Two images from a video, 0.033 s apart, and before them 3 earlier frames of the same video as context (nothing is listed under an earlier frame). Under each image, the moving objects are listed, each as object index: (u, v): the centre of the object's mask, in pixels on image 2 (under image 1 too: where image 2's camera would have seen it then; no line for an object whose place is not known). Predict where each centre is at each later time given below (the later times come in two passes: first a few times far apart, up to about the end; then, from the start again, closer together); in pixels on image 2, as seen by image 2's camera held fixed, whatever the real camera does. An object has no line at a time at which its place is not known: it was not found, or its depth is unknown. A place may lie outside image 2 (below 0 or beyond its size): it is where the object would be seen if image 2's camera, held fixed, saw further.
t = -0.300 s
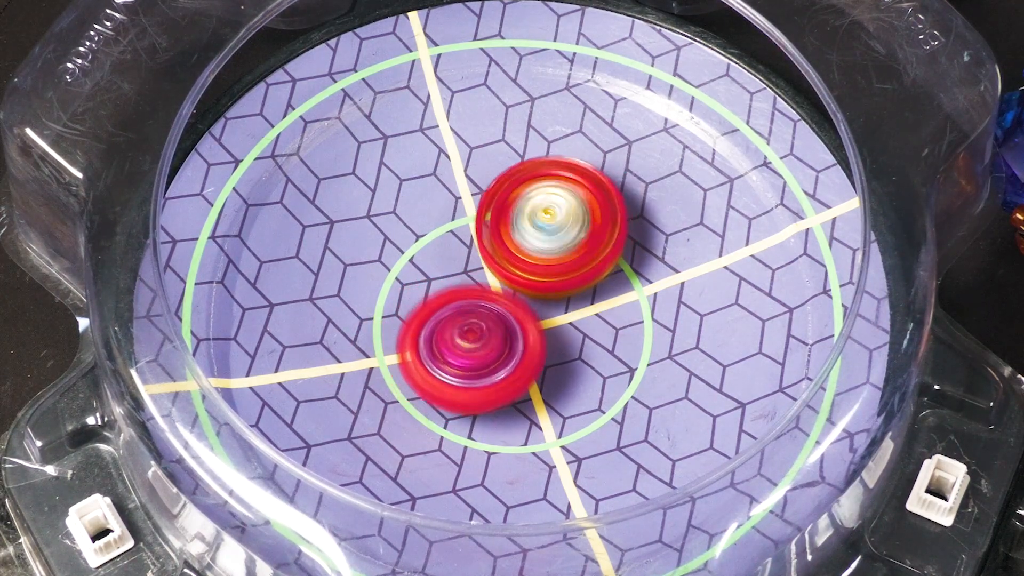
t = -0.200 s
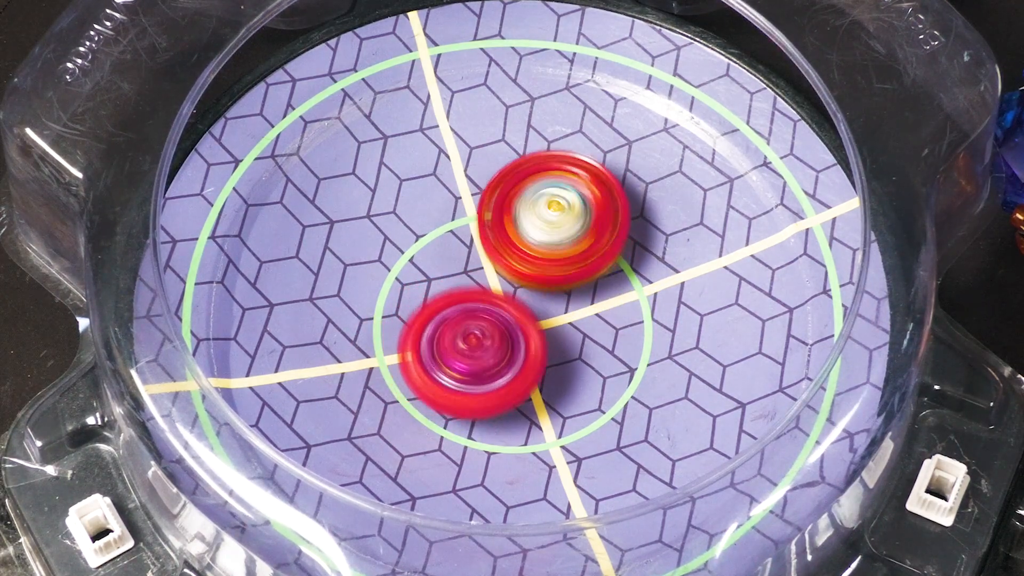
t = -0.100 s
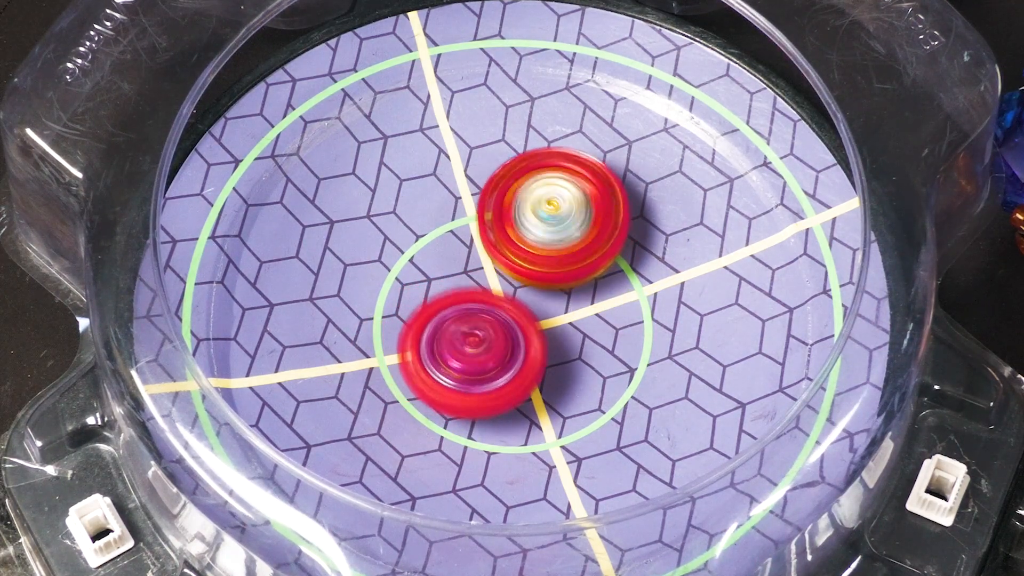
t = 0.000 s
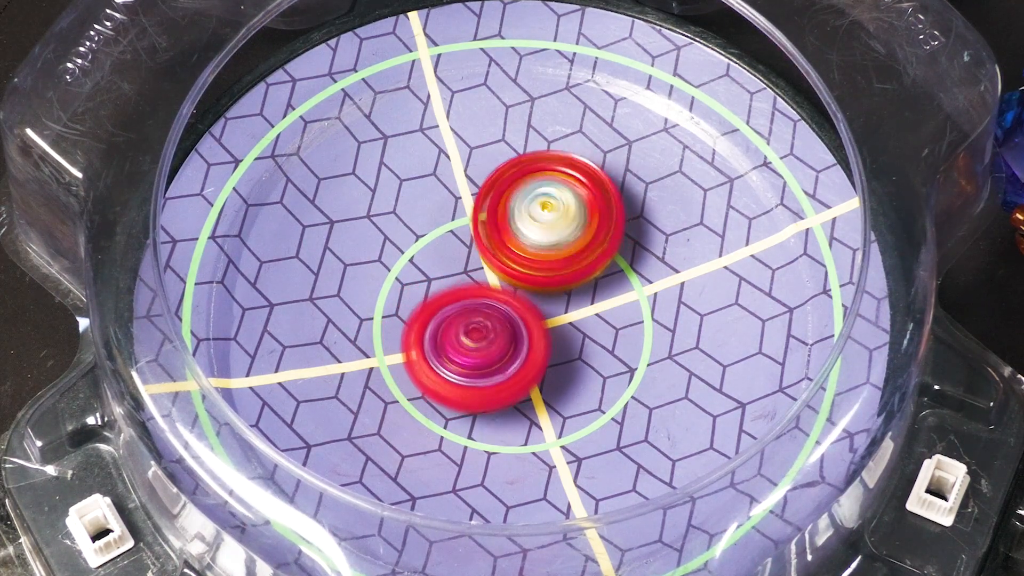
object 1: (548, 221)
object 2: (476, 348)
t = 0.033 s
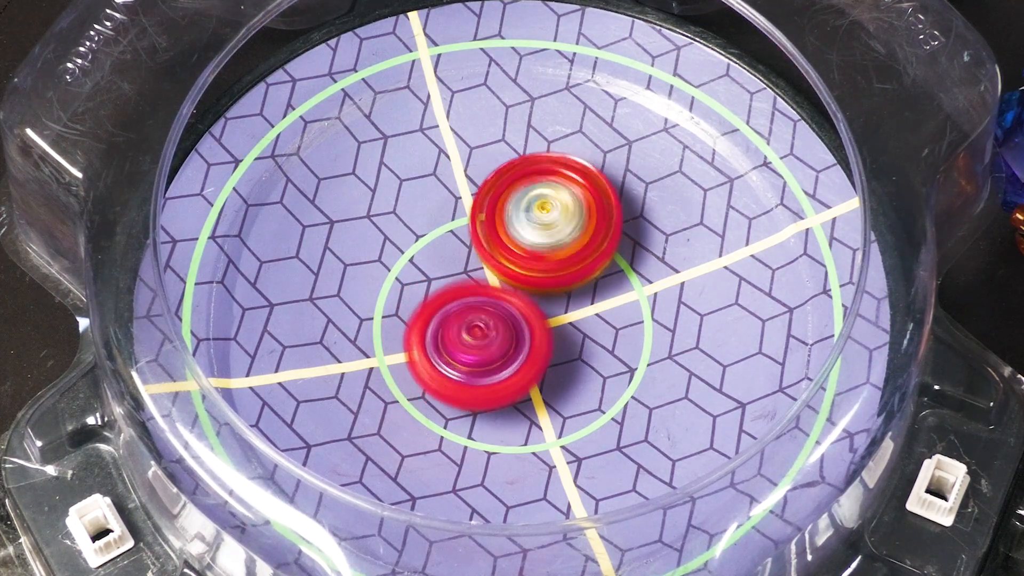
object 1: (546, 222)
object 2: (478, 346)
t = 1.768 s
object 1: (521, 218)
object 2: (492, 351)
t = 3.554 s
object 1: (503, 220)
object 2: (514, 355)
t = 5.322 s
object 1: (478, 219)
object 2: (525, 349)
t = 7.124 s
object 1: (440, 227)
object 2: (534, 334)
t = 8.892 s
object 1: (433, 250)
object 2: (568, 318)
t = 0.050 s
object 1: (545, 222)
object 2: (478, 345)
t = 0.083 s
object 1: (545, 221)
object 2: (479, 345)
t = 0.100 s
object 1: (545, 220)
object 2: (478, 347)
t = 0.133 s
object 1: (545, 220)
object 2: (478, 346)
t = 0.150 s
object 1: (544, 219)
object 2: (478, 346)
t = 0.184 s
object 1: (542, 220)
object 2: (479, 345)
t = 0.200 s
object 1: (542, 220)
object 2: (480, 344)
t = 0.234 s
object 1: (541, 221)
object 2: (480, 344)
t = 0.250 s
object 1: (544, 217)
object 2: (478, 348)
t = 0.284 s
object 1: (548, 207)
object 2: (474, 355)
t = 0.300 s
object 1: (549, 206)
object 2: (473, 357)
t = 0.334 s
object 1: (549, 205)
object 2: (472, 357)
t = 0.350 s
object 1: (547, 206)
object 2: (472, 357)
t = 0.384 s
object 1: (546, 206)
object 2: (472, 357)
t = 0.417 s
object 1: (545, 206)
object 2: (471, 357)
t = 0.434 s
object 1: (544, 207)
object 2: (471, 357)
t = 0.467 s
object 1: (543, 208)
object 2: (471, 357)
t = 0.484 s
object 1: (543, 208)
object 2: (471, 356)
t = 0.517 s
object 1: (541, 209)
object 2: (471, 356)
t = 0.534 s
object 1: (541, 209)
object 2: (471, 356)
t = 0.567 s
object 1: (540, 210)
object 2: (471, 355)
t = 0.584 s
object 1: (540, 211)
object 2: (473, 354)
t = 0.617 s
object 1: (538, 211)
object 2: (473, 353)
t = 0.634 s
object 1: (538, 213)
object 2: (473, 352)
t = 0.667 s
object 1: (537, 213)
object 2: (475, 350)
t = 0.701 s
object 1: (535, 214)
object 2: (476, 348)
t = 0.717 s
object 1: (535, 216)
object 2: (477, 346)
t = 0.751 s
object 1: (533, 217)
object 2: (479, 344)
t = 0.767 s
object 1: (533, 218)
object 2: (479, 343)
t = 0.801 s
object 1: (535, 215)
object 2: (480, 345)
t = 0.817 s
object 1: (535, 213)
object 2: (481, 345)
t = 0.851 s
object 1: (535, 214)
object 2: (481, 344)
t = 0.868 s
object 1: (534, 214)
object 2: (481, 344)
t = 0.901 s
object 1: (532, 215)
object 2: (482, 343)
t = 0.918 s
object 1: (532, 215)
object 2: (483, 342)
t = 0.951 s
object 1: (533, 214)
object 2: (483, 344)
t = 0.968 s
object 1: (534, 211)
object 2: (483, 347)
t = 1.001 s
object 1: (535, 209)
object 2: (482, 348)
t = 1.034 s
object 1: (533, 210)
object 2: (483, 348)
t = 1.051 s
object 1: (533, 211)
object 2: (482, 348)
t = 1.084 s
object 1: (532, 211)
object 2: (482, 348)
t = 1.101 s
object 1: (531, 212)
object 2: (483, 347)
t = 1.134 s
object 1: (531, 212)
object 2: (483, 347)
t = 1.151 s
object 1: (530, 213)
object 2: (484, 346)
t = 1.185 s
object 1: (529, 214)
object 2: (484, 345)
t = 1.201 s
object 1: (528, 215)
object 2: (485, 345)
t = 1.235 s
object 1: (528, 214)
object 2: (485, 346)
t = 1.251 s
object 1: (528, 212)
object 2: (485, 349)
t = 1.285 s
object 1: (529, 211)
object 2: (485, 349)
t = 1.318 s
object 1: (528, 213)
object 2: (485, 349)
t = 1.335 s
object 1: (527, 213)
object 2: (485, 349)
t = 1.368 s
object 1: (526, 214)
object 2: (486, 349)
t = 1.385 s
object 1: (526, 215)
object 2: (486, 349)
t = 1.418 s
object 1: (525, 216)
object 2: (487, 348)
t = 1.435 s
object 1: (524, 216)
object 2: (487, 348)
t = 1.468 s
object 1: (524, 217)
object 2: (488, 347)
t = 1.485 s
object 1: (524, 217)
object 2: (489, 346)
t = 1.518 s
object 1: (524, 215)
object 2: (489, 351)
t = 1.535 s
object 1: (525, 214)
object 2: (489, 352)
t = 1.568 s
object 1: (525, 214)
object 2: (489, 352)
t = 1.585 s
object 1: (524, 215)
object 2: (489, 352)
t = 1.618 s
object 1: (523, 216)
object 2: (490, 351)
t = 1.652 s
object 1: (522, 217)
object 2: (490, 351)
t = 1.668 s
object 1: (522, 218)
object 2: (491, 350)
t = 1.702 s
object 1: (521, 218)
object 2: (491, 349)
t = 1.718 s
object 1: (521, 219)
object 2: (491, 349)
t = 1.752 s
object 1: (521, 218)
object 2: (493, 349)
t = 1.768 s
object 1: (521, 218)
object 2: (492, 351)
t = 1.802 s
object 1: (523, 212)
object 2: (491, 358)
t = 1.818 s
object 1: (524, 211)
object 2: (489, 360)
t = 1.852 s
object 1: (523, 212)
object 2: (487, 360)
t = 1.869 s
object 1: (523, 212)
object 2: (488, 361)
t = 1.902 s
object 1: (522, 213)
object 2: (487, 360)
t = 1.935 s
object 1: (521, 213)
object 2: (487, 359)
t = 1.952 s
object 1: (521, 214)
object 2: (487, 359)
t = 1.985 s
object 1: (520, 215)
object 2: (488, 358)
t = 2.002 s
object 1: (520, 215)
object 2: (488, 358)
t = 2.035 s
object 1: (519, 216)
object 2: (489, 357)
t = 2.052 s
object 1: (519, 217)
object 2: (489, 356)
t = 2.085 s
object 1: (518, 218)
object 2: (490, 354)
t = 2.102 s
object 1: (517, 219)
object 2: (490, 353)
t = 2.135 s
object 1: (517, 219)
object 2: (492, 351)
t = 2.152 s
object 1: (518, 217)
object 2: (492, 354)
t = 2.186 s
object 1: (518, 213)
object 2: (493, 358)
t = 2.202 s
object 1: (519, 213)
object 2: (494, 358)
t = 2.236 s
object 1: (517, 214)
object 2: (493, 356)
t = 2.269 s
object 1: (516, 216)
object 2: (493, 355)
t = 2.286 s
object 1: (516, 216)
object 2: (494, 355)
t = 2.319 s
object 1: (515, 217)
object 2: (495, 353)
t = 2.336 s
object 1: (515, 218)
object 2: (495, 352)
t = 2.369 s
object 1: (514, 219)
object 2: (496, 351)
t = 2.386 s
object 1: (514, 218)
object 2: (496, 352)
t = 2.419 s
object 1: (515, 215)
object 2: (499, 352)
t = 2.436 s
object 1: (514, 216)
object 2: (499, 352)
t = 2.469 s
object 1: (513, 217)
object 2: (499, 351)
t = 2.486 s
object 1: (513, 216)
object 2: (500, 352)
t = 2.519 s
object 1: (514, 214)
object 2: (500, 354)
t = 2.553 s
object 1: (512, 215)
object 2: (500, 354)
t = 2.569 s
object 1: (512, 216)
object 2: (500, 354)
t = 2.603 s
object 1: (511, 216)
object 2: (501, 353)
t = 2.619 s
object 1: (511, 217)
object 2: (501, 353)
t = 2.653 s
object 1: (511, 217)
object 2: (501, 352)
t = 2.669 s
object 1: (510, 218)
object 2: (502, 352)
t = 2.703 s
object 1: (510, 218)
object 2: (503, 352)
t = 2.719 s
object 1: (510, 218)
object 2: (504, 352)
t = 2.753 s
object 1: (510, 217)
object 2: (505, 353)
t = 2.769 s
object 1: (509, 218)
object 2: (505, 352)
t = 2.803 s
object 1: (508, 218)
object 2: (505, 352)
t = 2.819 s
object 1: (508, 218)
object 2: (505, 351)
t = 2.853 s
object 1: (508, 218)
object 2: (505, 352)
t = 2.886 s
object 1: (509, 219)
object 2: (506, 352)
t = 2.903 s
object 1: (508, 217)
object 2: (506, 355)
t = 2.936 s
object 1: (509, 215)
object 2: (507, 357)
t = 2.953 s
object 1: (508, 216)
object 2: (507, 357)
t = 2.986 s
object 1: (508, 216)
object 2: (507, 358)
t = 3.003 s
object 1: (507, 216)
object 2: (507, 358)
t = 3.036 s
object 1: (507, 217)
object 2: (507, 357)
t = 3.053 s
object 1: (506, 217)
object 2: (508, 357)
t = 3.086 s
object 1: (506, 218)
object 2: (508, 357)
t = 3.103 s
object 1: (506, 218)
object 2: (508, 356)
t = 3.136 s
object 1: (506, 219)
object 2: (509, 355)
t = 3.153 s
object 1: (506, 219)
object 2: (509, 355)
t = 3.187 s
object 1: (506, 220)
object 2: (510, 354)
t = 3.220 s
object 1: (506, 220)
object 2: (510, 354)
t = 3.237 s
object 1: (506, 220)
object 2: (511, 354)
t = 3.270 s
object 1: (507, 220)
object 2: (511, 355)
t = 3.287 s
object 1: (506, 216)
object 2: (512, 358)
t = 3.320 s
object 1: (506, 214)
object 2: (514, 362)
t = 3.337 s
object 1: (506, 214)
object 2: (513, 362)
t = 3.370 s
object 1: (505, 216)
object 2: (513, 361)
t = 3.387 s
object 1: (504, 215)
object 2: (513, 361)
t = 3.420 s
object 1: (504, 217)
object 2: (513, 360)
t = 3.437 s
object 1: (504, 217)
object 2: (513, 360)
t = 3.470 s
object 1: (503, 218)
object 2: (513, 359)
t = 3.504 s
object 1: (504, 218)
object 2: (514, 357)
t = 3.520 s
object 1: (503, 219)
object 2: (513, 357)
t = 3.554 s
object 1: (503, 220)
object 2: (514, 355)
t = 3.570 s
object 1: (502, 221)
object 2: (514, 354)
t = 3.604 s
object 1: (502, 220)
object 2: (514, 354)
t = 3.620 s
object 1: (502, 216)
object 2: (516, 359)
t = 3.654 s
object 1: (502, 209)
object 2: (517, 362)
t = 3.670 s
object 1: (502, 208)
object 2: (516, 362)
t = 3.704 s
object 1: (501, 210)
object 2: (516, 361)
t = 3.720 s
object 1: (500, 211)
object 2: (515, 361)
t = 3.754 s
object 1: (499, 212)
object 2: (515, 360)
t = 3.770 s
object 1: (499, 212)
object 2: (515, 360)
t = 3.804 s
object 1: (498, 214)
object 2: (515, 359)
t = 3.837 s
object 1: (498, 214)
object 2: (515, 358)
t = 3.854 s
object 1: (497, 215)
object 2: (515, 357)
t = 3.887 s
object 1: (497, 216)
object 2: (515, 355)
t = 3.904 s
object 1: (497, 217)
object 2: (514, 354)
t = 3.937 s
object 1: (496, 218)
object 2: (514, 351)
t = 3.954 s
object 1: (495, 218)
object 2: (514, 350)
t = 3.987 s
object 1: (496, 218)
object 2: (514, 350)
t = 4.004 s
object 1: (496, 215)
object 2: (516, 353)
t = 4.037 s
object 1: (495, 210)
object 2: (517, 357)
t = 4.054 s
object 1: (496, 210)
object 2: (517, 357)
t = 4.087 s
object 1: (495, 211)
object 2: (516, 357)
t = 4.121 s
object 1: (493, 212)
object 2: (515, 357)
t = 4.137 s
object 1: (493, 213)
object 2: (515, 357)
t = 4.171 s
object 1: (492, 214)
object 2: (514, 356)
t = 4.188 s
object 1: (492, 214)
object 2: (514, 356)
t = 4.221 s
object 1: (491, 215)
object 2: (514, 355)
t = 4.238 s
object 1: (491, 216)
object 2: (514, 355)
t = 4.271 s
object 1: (490, 217)
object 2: (513, 353)
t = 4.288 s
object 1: (490, 217)
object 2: (513, 352)
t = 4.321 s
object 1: (489, 218)
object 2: (512, 351)
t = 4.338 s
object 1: (489, 218)
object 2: (512, 350)
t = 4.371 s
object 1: (489, 217)
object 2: (513, 351)
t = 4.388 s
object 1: (489, 216)
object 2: (513, 351)
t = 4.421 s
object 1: (488, 216)
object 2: (512, 349)
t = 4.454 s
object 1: (487, 217)
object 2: (511, 348)
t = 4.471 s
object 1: (487, 216)
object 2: (510, 348)
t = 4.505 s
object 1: (487, 215)
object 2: (511, 349)
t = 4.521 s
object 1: (487, 215)
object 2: (511, 349)
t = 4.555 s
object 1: (485, 216)
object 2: (510, 349)
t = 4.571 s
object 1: (485, 216)
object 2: (510, 348)
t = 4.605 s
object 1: (485, 215)
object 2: (511, 350)
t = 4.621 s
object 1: (485, 215)
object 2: (512, 350)
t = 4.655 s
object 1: (484, 216)
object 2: (511, 349)
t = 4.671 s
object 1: (483, 217)
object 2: (511, 349)
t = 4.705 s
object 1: (483, 217)
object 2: (511, 349)
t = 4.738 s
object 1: (483, 215)
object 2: (512, 352)
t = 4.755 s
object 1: (483, 215)
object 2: (511, 352)
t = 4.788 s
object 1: (482, 216)
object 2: (512, 353)
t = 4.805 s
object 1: (482, 216)
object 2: (511, 353)
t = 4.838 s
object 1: (482, 217)
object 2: (512, 353)
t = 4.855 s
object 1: (482, 217)
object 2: (512, 353)
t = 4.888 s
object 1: (481, 218)
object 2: (512, 352)
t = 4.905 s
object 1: (481, 218)
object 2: (513, 352)
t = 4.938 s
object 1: (481, 219)
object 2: (513, 351)
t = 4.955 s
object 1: (481, 219)
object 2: (514, 350)
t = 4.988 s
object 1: (480, 216)
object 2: (516, 353)
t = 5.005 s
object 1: (480, 215)
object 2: (518, 353)
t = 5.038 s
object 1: (481, 215)
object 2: (517, 353)
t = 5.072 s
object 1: (479, 217)
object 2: (518, 351)
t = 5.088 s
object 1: (479, 217)
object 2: (518, 351)
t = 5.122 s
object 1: (479, 218)
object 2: (518, 350)
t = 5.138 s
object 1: (479, 218)
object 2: (519, 349)
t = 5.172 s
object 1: (479, 218)
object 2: (521, 349)
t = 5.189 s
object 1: (479, 217)
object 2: (522, 349)
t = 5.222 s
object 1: (479, 220)
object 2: (522, 348)
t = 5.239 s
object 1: (478, 220)
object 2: (522, 348)
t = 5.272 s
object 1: (478, 220)
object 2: (523, 347)
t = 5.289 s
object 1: (478, 220)
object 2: (524, 347)
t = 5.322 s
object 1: (478, 219)
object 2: (525, 349)
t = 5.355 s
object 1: (478, 220)
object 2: (527, 348)
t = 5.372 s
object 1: (478, 220)
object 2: (527, 349)
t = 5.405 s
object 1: (477, 219)
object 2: (531, 350)
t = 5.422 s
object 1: (477, 220)
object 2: (532, 351)
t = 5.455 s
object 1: (476, 221)
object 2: (532, 351)
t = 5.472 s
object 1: (476, 221)
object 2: (533, 351)
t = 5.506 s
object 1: (476, 221)
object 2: (534, 351)
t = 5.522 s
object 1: (476, 221)
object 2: (535, 350)
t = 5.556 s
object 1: (475, 222)
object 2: (535, 349)
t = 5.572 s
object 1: (475, 222)
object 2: (536, 349)
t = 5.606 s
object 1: (475, 223)
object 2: (537, 347)
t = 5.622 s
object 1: (475, 224)
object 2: (537, 346)
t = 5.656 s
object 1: (473, 221)
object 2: (541, 348)
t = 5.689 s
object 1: (470, 215)
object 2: (545, 350)
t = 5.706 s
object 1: (470, 215)
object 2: (545, 350)
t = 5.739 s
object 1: (471, 217)
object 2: (545, 350)
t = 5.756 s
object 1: (470, 218)
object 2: (545, 350)
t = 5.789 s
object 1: (470, 220)
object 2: (546, 349)
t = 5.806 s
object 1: (469, 220)
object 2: (546, 349)
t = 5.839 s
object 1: (469, 221)
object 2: (547, 347)
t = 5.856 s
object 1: (469, 221)
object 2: (546, 346)
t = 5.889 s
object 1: (469, 223)
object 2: (547, 345)
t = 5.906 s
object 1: (469, 223)
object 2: (546, 345)
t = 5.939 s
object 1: (469, 224)
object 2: (546, 342)
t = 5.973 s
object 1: (468, 225)
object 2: (545, 340)
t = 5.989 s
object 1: (468, 225)
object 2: (546, 341)
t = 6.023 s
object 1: (461, 213)
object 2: (555, 350)
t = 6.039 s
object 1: (459, 208)
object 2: (557, 352)
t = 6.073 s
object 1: (459, 206)
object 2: (559, 354)
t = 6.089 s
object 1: (459, 207)
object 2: (558, 354)
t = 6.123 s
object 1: (459, 209)
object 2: (558, 354)
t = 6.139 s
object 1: (457, 210)
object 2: (557, 354)
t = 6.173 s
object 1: (458, 209)
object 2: (557, 354)
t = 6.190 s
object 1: (458, 210)
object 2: (557, 353)
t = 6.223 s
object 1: (458, 212)
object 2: (556, 352)
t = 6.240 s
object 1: (457, 213)
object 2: (555, 351)
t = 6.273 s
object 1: (457, 212)
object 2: (555, 350)
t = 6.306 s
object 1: (457, 214)
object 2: (553, 348)
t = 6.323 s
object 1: (457, 215)
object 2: (552, 346)
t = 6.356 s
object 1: (456, 217)
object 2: (550, 344)
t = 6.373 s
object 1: (456, 217)
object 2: (550, 342)
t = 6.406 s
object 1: (456, 219)
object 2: (547, 340)
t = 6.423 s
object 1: (456, 219)
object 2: (546, 339)
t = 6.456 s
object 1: (456, 221)
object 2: (544, 336)
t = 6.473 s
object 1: (455, 222)
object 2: (542, 335)
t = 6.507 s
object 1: (455, 222)
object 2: (541, 334)
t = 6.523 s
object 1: (454, 220)
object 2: (543, 334)
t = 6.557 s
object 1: (453, 219)
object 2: (543, 332)
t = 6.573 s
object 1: (454, 221)
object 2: (541, 332)
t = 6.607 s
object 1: (452, 222)
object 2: (539, 331)
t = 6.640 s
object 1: (448, 217)
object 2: (543, 336)
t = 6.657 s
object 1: (446, 214)
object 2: (544, 337)
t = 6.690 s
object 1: (447, 213)
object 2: (544, 340)
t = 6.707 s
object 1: (447, 214)
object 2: (543, 340)
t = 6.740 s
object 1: (446, 217)
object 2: (542, 341)
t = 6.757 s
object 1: (445, 218)
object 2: (542, 342)
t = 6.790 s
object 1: (445, 218)
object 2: (541, 342)
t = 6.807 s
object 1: (444, 220)
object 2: (540, 342)
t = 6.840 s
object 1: (444, 220)
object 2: (539, 341)
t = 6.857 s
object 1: (444, 221)
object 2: (538, 341)
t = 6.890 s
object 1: (443, 222)
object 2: (537, 340)
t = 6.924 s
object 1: (443, 223)
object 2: (536, 339)
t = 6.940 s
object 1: (442, 224)
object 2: (536, 339)
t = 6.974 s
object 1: (442, 225)
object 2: (535, 337)
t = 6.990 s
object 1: (442, 226)
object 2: (534, 336)
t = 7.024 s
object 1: (442, 226)
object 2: (533, 335)
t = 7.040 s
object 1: (441, 226)
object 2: (534, 335)
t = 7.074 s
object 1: (442, 225)
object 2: (534, 334)
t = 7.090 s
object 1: (442, 226)
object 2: (533, 334)
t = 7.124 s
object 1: (440, 227)
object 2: (534, 334)
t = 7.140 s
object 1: (441, 227)
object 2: (533, 334)
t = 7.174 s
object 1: (441, 227)
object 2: (535, 335)
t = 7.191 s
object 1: (442, 227)
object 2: (535, 334)
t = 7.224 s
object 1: (440, 227)
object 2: (537, 336)
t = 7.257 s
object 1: (441, 227)
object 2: (538, 337)
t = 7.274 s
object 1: (441, 229)
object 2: (539, 337)
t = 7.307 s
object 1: (441, 230)
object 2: (539, 337)
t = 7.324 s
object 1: (439, 230)
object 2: (539, 337)
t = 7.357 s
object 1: (440, 230)
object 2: (540, 336)
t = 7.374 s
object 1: (440, 231)
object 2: (540, 336)
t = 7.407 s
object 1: (440, 232)
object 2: (540, 334)
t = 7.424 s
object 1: (440, 232)
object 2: (541, 334)
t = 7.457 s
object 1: (440, 231)
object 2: (542, 334)
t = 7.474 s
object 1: (442, 232)
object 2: (542, 334)
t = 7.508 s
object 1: (440, 232)
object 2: (545, 334)
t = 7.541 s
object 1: (441, 232)
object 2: (548, 335)
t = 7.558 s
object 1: (442, 232)
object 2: (548, 335)
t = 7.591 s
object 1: (441, 234)
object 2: (548, 336)
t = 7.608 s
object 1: (441, 234)
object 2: (549, 335)
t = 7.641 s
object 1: (441, 234)
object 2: (549, 334)
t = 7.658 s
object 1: (442, 235)
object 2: (549, 333)
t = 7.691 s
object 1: (441, 236)
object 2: (549, 333)
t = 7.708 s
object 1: (441, 236)
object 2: (550, 332)
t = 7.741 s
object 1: (438, 233)
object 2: (554, 334)
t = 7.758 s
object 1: (436, 231)
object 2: (557, 335)
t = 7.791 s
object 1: (435, 229)
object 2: (558, 335)
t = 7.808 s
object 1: (436, 229)
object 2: (558, 335)
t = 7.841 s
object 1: (436, 232)
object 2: (558, 335)
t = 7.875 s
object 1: (435, 233)
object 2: (559, 334)
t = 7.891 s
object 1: (436, 234)
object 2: (559, 334)
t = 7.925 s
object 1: (436, 235)
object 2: (559, 332)
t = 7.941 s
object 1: (436, 236)
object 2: (559, 332)
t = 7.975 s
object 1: (436, 237)
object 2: (558, 330)
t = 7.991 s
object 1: (436, 237)
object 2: (558, 329)
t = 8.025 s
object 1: (436, 239)
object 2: (556, 327)
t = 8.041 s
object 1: (437, 239)
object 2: (556, 326)
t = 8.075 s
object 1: (434, 238)
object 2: (558, 326)
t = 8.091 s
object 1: (433, 237)
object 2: (560, 325)
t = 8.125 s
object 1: (434, 237)
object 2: (558, 324)
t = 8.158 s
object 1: (434, 239)
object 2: (557, 322)
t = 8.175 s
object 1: (434, 239)
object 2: (556, 322)
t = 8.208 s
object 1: (433, 240)
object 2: (556, 321)
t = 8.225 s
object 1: (433, 239)
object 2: (557, 320)
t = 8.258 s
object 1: (433, 238)
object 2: (560, 321)
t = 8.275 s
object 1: (433, 238)
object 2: (561, 320)
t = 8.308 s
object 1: (435, 240)
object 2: (560, 321)
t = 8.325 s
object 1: (434, 241)
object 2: (560, 321)
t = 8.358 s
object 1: (434, 242)
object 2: (560, 320)
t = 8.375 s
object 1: (435, 243)
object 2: (560, 320)
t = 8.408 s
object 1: (433, 244)
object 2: (561, 320)
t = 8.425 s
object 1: (434, 243)
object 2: (561, 319)
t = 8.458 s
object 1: (433, 243)
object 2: (563, 320)
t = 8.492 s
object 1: (434, 243)
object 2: (564, 319)
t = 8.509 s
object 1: (435, 244)
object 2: (563, 319)
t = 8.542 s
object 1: (432, 244)
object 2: (567, 322)
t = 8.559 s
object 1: (431, 243)
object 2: (570, 322)
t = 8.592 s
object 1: (432, 243)
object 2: (570, 324)
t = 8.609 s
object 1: (433, 244)
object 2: (571, 324)
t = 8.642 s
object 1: (433, 246)
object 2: (571, 324)
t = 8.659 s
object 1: (433, 246)
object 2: (571, 324)
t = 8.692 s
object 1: (433, 247)
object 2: (571, 323)
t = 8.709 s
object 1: (433, 248)
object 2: (571, 324)
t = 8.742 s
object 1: (434, 248)
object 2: (571, 322)
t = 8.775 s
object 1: (434, 249)
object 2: (570, 322)
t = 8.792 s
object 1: (434, 250)
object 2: (569, 321)
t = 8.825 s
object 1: (434, 251)
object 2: (567, 320)
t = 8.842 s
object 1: (434, 252)
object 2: (567, 319)
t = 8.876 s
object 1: (433, 250)
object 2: (568, 319)
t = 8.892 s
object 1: (433, 250)
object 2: (568, 318)
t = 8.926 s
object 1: (434, 250)
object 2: (568, 318)
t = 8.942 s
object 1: (432, 249)
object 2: (571, 318)
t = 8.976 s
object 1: (433, 249)
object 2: (571, 318)
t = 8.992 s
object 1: (435, 250)
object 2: (569, 318)
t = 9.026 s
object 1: (434, 252)
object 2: (569, 318)
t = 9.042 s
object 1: (433, 251)
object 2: (570, 319)
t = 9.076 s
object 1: (434, 252)
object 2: (571, 318)
